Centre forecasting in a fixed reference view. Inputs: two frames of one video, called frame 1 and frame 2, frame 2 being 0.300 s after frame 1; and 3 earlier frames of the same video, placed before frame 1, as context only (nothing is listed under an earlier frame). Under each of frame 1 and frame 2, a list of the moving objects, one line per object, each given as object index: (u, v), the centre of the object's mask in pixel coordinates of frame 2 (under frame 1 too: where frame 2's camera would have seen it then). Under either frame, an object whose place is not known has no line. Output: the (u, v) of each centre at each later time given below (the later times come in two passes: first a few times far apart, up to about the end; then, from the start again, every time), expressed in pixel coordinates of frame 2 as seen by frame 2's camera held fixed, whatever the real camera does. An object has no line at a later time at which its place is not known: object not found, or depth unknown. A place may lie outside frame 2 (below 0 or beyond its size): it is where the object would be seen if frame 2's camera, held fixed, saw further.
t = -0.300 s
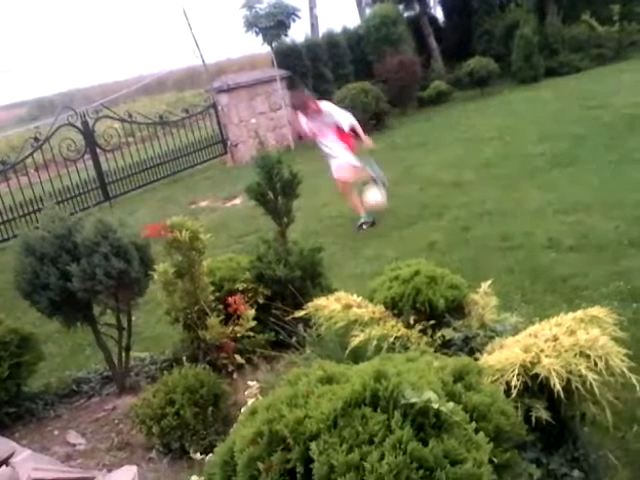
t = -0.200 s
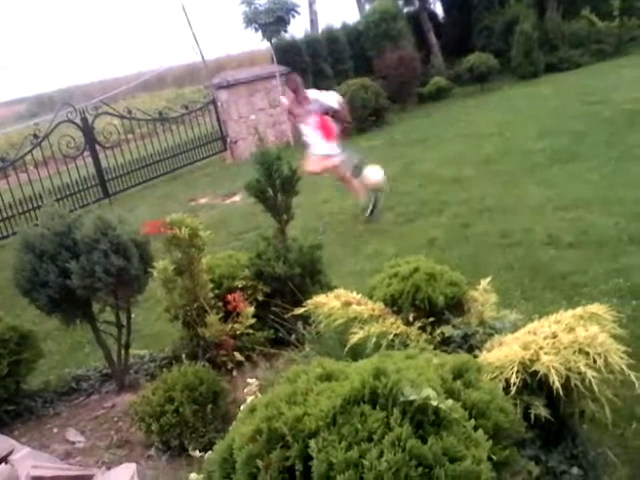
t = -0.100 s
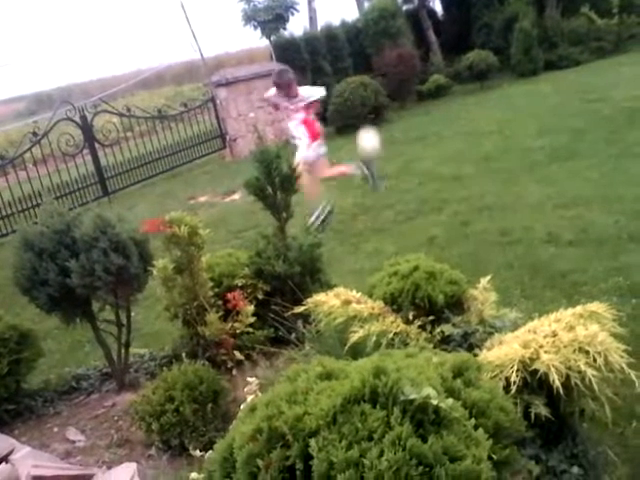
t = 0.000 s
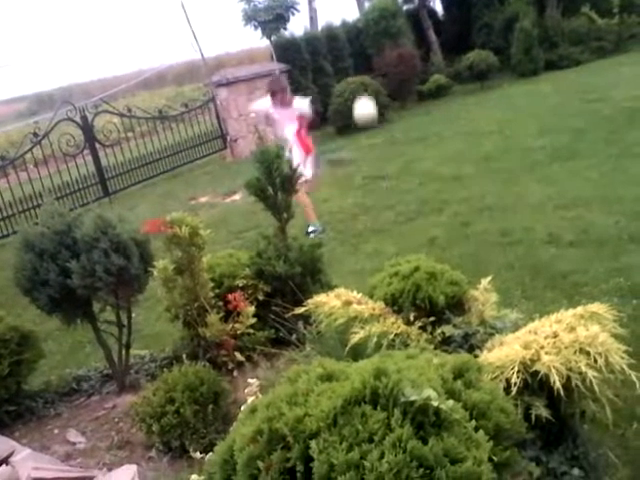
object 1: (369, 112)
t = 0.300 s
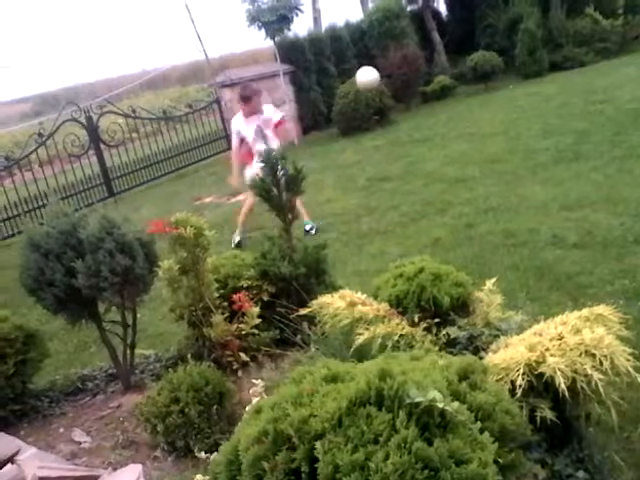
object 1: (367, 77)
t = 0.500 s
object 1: (376, 109)
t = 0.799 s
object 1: (384, 150)
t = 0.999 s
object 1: (377, 130)
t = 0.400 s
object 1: (370, 87)
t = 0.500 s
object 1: (376, 109)
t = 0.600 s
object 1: (382, 136)
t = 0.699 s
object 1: (388, 170)
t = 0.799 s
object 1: (384, 150)
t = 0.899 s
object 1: (379, 136)
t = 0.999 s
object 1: (377, 130)
